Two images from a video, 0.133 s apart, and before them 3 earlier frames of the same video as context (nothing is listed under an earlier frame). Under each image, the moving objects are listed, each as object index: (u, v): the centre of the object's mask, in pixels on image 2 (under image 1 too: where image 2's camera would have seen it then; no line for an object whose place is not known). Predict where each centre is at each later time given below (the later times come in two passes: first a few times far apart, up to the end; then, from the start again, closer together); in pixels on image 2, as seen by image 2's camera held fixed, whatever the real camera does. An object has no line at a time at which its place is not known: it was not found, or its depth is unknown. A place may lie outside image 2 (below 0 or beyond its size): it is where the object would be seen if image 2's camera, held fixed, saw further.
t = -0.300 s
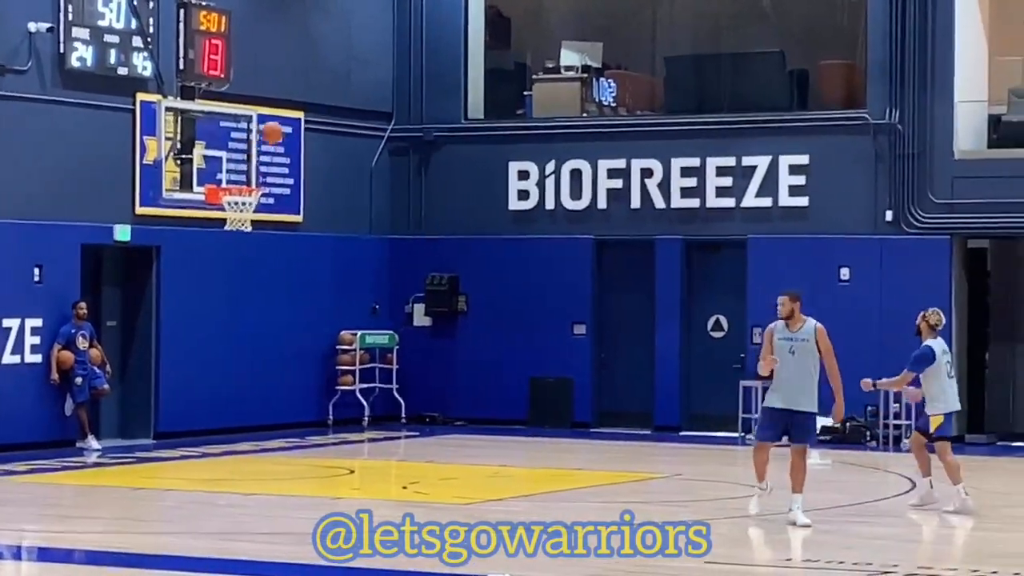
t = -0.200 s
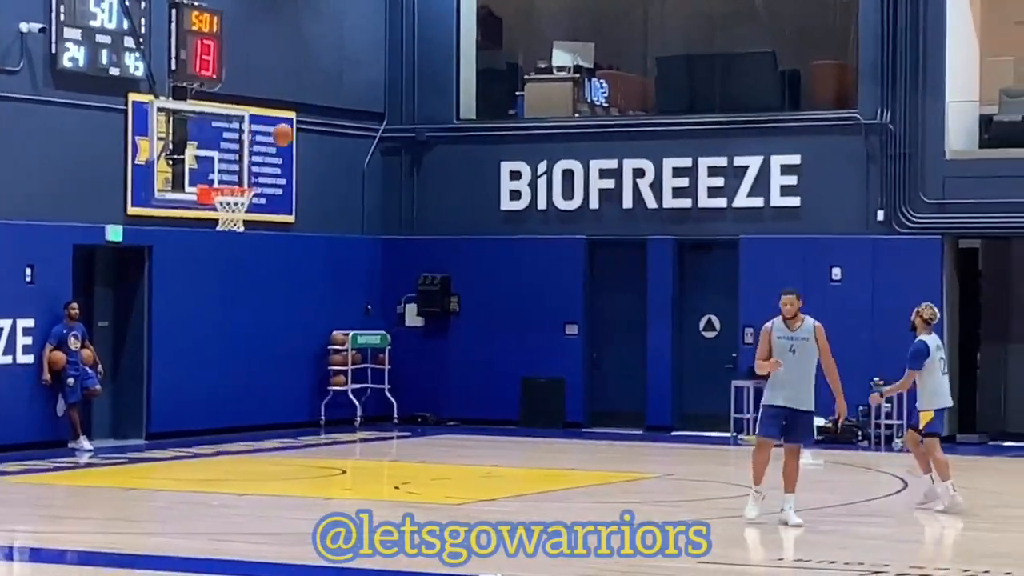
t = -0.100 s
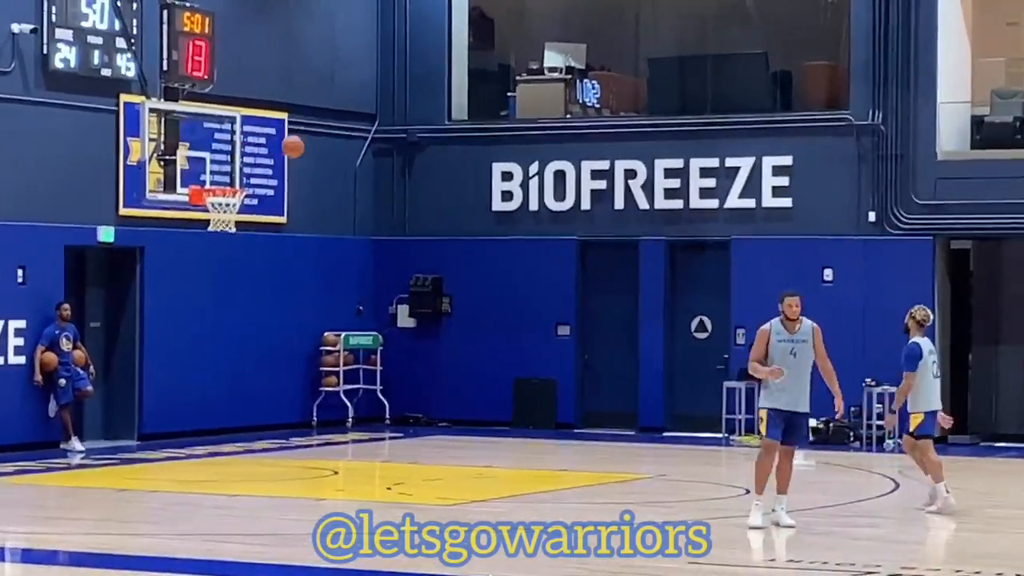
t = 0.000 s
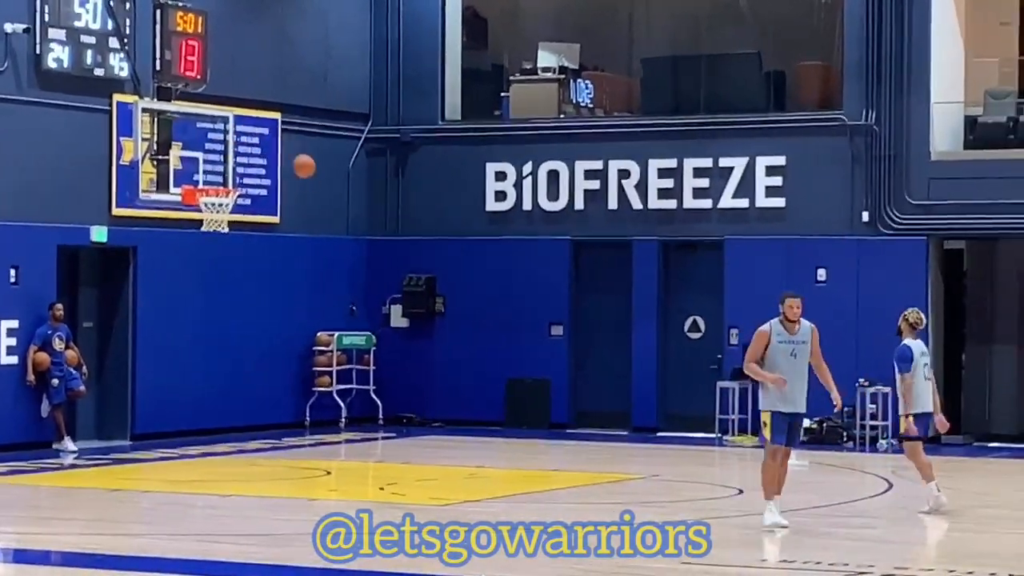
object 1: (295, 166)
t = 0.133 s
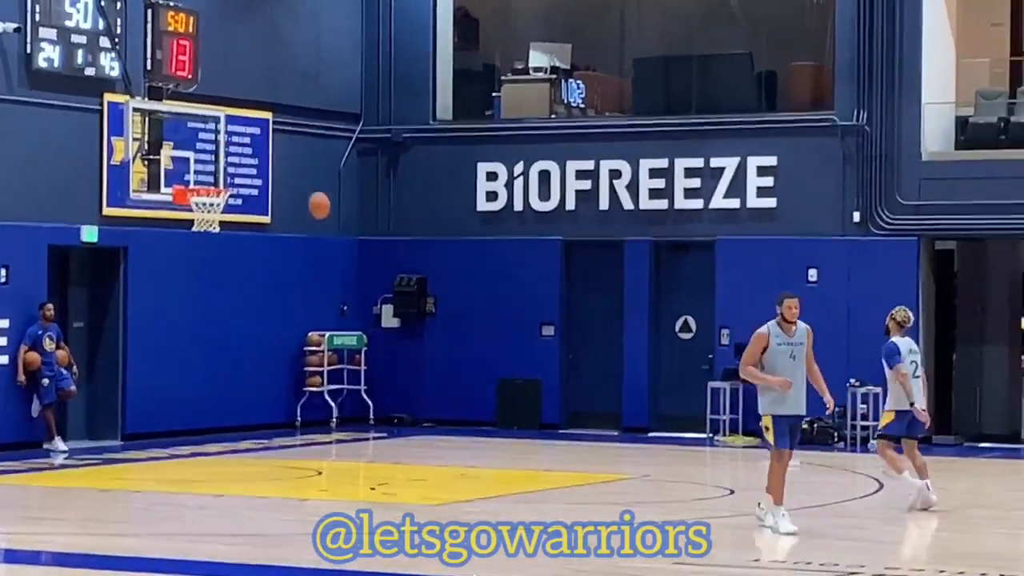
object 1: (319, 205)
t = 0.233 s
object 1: (337, 246)
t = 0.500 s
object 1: (382, 393)
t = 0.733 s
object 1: (405, 396)
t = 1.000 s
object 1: (418, 308)
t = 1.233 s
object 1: (429, 283)
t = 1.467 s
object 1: (439, 306)
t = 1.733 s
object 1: (450, 390)
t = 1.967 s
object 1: (461, 427)
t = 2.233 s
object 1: (476, 364)
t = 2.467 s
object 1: (488, 359)
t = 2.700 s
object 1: (499, 401)
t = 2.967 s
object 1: (512, 432)
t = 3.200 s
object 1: (523, 397)
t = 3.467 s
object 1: (535, 413)
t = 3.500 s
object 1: (537, 420)
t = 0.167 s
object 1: (325, 218)
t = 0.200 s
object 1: (331, 231)
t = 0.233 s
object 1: (337, 246)
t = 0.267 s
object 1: (343, 260)
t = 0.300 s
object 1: (348, 277)
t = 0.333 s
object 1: (354, 294)
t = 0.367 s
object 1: (360, 312)
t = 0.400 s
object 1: (366, 330)
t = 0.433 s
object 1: (372, 351)
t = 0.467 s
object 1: (377, 371)
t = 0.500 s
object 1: (382, 393)
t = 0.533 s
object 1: (388, 415)
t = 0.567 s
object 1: (394, 438)
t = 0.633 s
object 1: (400, 446)
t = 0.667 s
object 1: (402, 427)
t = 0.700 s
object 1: (403, 412)
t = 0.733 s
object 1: (405, 396)
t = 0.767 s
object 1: (407, 382)
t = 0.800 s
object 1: (408, 368)
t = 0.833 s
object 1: (410, 356)
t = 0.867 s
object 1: (412, 344)
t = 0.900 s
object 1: (413, 334)
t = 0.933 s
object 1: (415, 324)
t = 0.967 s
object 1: (417, 316)
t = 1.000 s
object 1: (418, 308)
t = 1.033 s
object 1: (421, 302)
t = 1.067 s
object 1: (422, 296)
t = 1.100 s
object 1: (423, 292)
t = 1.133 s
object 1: (425, 288)
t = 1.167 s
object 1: (426, 285)
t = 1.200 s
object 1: (428, 284)
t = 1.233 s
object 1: (429, 283)
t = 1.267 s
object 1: (431, 284)
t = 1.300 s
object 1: (432, 285)
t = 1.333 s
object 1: (434, 287)
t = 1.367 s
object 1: (435, 291)
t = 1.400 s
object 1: (437, 295)
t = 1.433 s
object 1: (438, 300)
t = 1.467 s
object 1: (439, 306)
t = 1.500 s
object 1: (441, 313)
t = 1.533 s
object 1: (442, 321)
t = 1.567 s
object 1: (444, 330)
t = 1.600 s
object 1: (445, 341)
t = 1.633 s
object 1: (447, 351)
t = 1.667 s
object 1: (448, 363)
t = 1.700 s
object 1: (449, 376)
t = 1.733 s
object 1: (450, 390)
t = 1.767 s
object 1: (452, 404)
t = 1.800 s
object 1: (453, 420)
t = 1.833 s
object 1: (456, 436)
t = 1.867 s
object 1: (457, 455)
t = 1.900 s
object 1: (459, 455)
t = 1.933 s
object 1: (461, 440)
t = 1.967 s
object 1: (461, 427)
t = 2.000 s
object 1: (463, 417)
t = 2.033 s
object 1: (464, 407)
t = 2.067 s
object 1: (466, 397)
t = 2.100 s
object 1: (468, 388)
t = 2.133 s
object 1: (470, 381)
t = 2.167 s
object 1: (472, 375)
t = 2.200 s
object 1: (474, 369)
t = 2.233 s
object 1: (476, 364)
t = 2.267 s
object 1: (477, 361)
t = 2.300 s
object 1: (479, 358)
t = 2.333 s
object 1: (481, 356)
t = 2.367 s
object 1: (482, 355)
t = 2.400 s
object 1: (484, 356)
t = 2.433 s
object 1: (486, 357)
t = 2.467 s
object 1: (488, 359)
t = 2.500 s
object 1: (489, 362)
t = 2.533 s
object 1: (491, 366)
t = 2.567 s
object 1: (493, 371)
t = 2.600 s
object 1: (494, 377)
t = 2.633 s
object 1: (496, 384)
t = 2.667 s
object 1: (498, 392)
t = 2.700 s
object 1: (499, 401)
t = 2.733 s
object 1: (501, 411)
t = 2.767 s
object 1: (502, 421)
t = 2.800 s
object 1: (504, 432)
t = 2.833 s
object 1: (505, 444)
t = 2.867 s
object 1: (507, 460)
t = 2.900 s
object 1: (509, 453)
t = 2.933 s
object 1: (511, 441)
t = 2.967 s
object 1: (512, 432)
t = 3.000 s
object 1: (514, 425)
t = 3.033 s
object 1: (515, 418)
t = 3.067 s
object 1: (517, 412)
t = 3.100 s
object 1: (518, 407)
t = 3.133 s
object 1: (520, 403)
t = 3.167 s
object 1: (522, 399)
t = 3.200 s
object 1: (523, 397)
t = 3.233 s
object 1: (525, 396)
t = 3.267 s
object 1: (526, 396)
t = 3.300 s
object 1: (528, 396)
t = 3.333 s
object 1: (529, 398)
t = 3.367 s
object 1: (531, 400)
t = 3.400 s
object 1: (533, 404)
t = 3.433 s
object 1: (534, 408)
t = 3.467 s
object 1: (535, 413)
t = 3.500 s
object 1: (537, 420)
